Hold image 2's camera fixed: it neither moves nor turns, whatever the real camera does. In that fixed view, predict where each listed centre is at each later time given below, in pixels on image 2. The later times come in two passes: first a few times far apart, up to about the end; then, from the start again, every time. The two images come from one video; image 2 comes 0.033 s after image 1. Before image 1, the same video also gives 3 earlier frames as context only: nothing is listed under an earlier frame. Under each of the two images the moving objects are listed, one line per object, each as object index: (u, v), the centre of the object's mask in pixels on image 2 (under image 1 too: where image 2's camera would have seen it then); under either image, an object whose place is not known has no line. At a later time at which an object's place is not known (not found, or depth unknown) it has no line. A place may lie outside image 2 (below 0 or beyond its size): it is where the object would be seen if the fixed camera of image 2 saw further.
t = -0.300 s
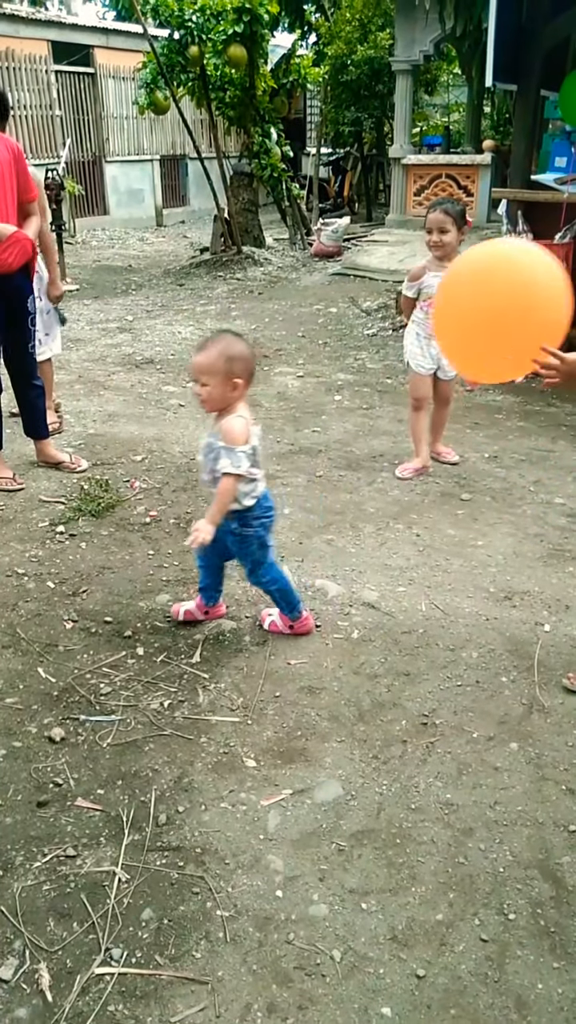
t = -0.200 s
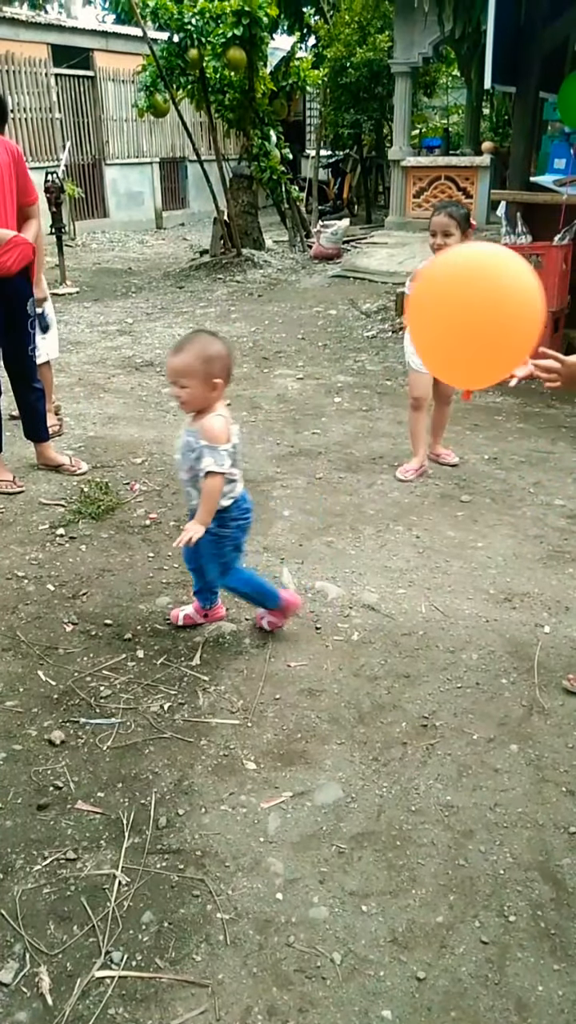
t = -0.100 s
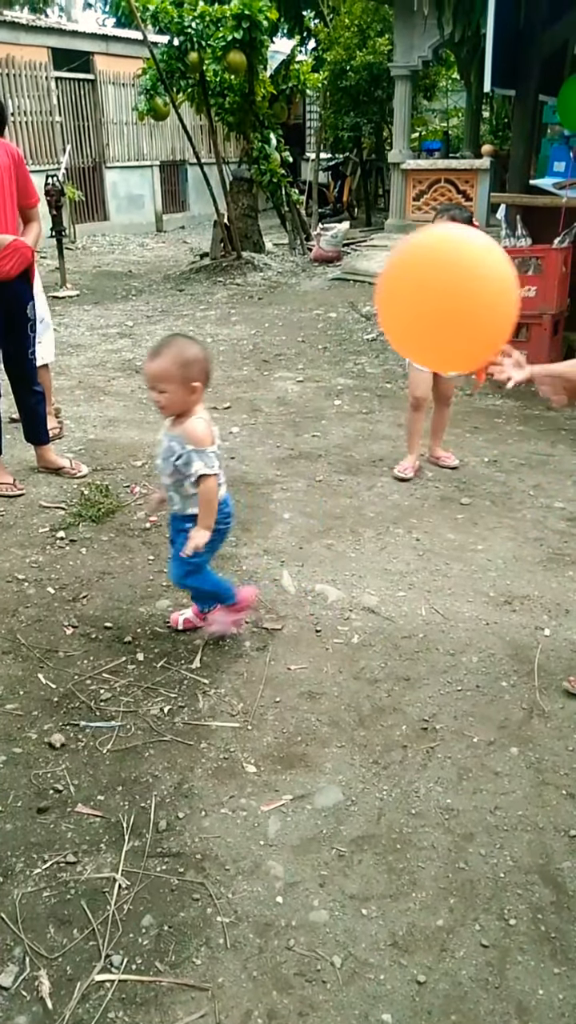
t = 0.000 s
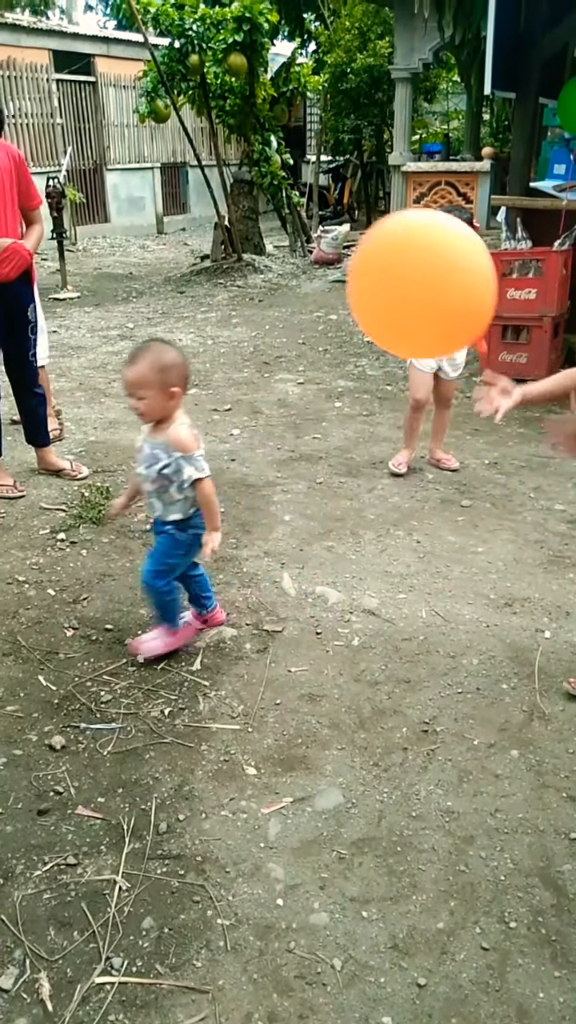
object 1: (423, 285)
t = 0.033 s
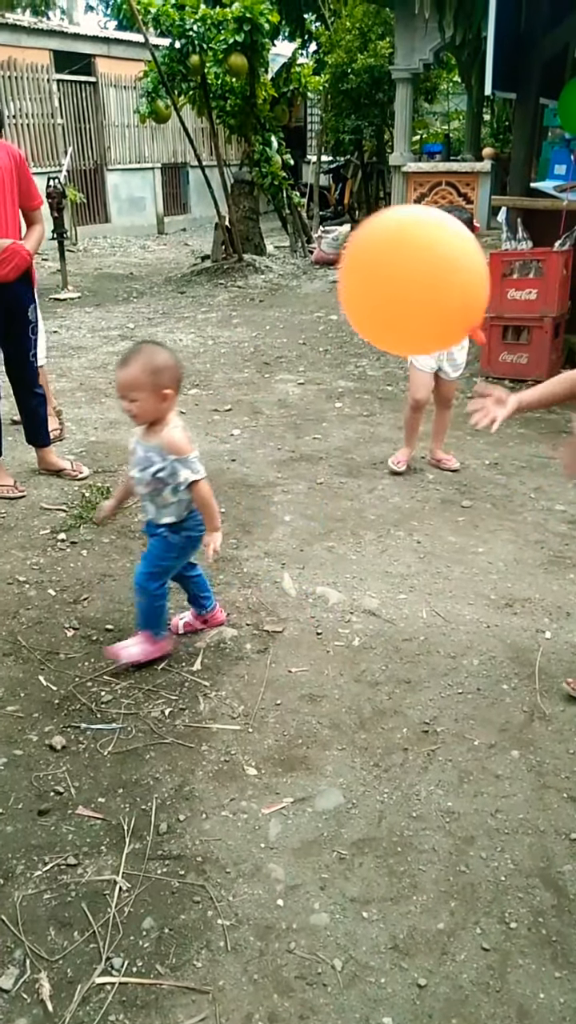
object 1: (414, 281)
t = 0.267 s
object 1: (350, 268)
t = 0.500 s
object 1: (285, 285)
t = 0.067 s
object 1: (404, 277)
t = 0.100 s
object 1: (395, 274)
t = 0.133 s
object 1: (385, 271)
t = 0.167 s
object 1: (376, 269)
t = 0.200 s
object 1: (368, 268)
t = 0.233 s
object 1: (358, 267)
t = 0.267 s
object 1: (350, 268)
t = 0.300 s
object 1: (340, 268)
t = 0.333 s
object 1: (330, 269)
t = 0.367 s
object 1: (321, 271)
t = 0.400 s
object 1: (312, 273)
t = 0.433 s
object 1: (302, 277)
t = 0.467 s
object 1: (293, 281)
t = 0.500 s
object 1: (285, 285)
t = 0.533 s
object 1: (275, 290)
